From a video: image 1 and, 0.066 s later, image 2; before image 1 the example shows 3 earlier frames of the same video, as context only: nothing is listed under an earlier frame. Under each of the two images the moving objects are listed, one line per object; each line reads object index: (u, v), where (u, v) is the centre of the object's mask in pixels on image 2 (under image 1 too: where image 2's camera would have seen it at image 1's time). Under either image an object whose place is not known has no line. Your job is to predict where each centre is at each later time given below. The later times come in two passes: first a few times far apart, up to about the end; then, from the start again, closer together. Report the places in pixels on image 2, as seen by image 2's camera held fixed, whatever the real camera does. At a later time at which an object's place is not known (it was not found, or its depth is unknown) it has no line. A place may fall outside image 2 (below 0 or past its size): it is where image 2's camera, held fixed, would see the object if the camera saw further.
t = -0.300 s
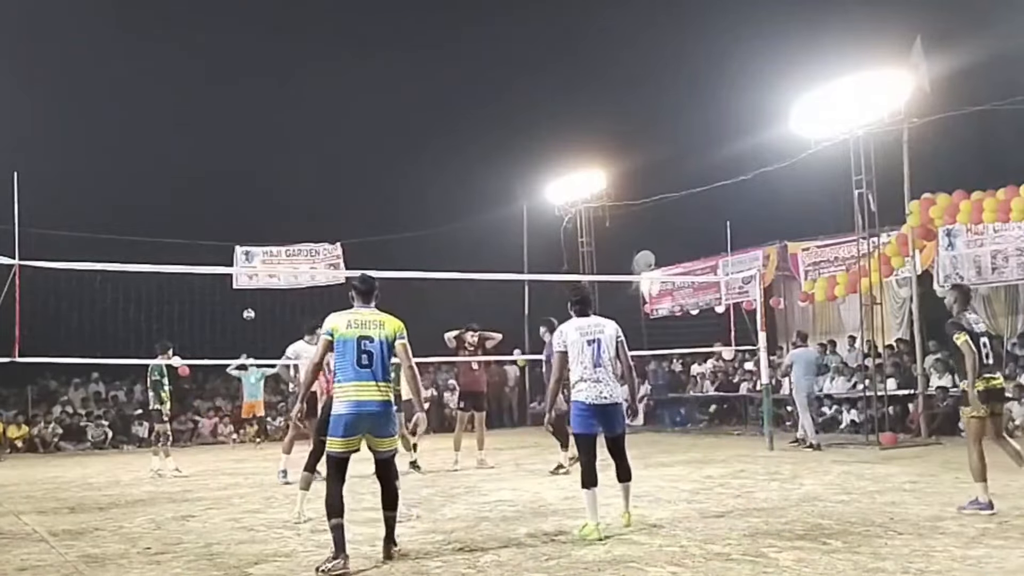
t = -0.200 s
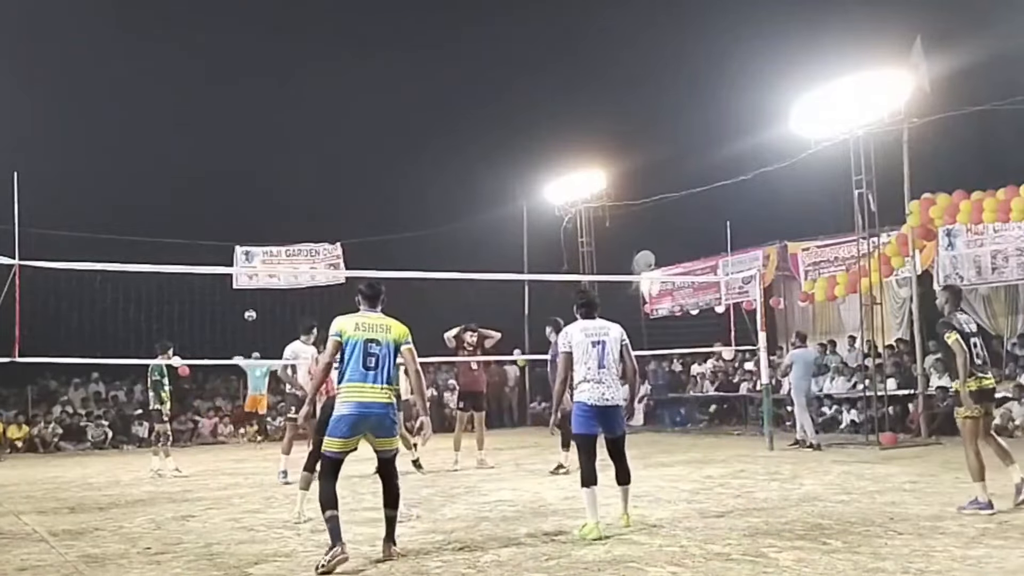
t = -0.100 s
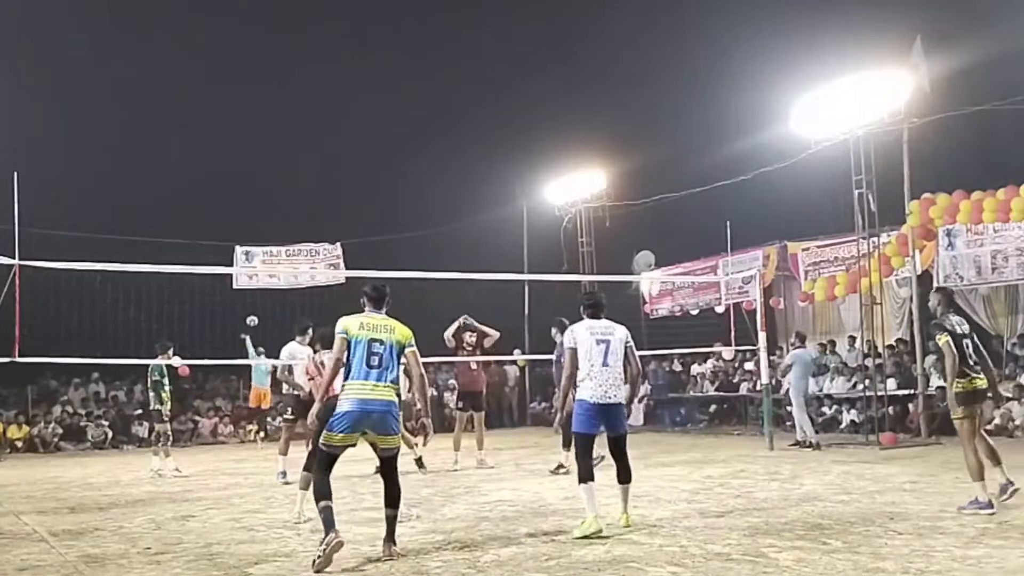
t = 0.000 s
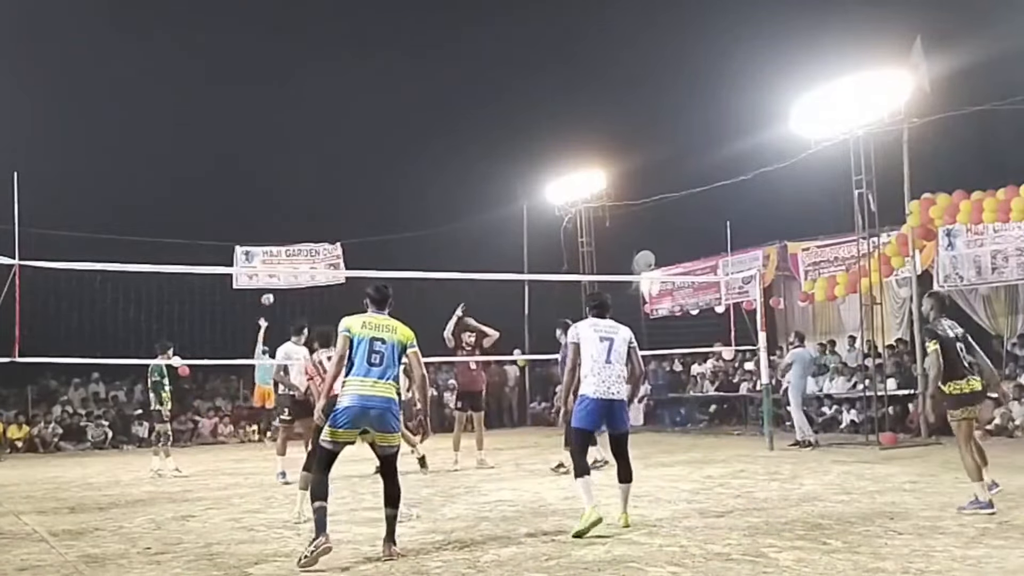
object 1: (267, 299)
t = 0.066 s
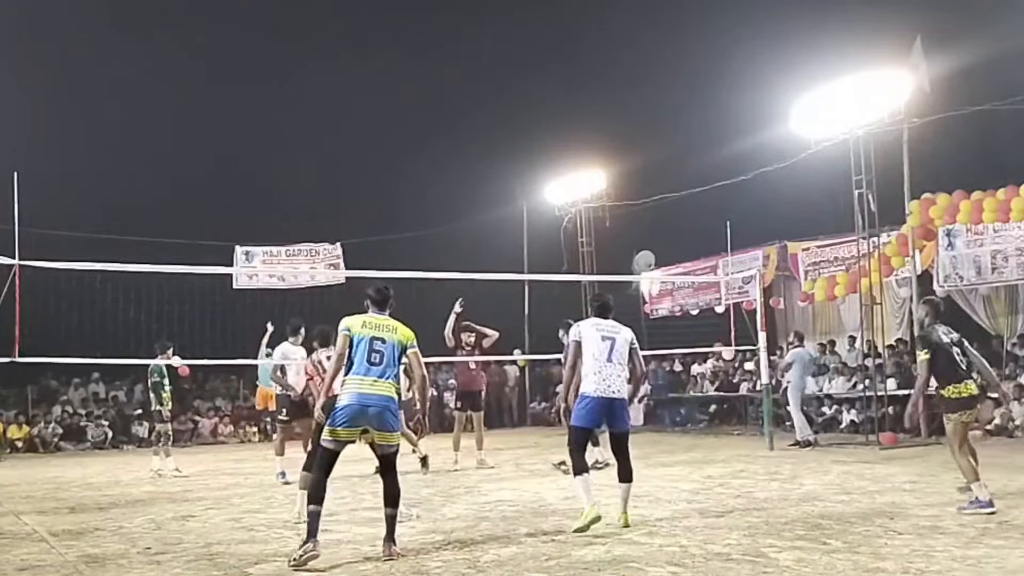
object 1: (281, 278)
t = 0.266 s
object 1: (328, 220)
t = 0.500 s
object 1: (387, 178)
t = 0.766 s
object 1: (463, 165)
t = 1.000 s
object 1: (537, 190)
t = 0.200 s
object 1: (313, 237)
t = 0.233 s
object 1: (320, 228)
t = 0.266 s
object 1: (328, 220)
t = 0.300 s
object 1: (336, 212)
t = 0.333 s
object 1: (345, 204)
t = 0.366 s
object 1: (353, 198)
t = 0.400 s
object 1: (361, 192)
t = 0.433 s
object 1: (370, 187)
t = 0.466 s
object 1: (379, 182)
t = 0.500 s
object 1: (387, 178)
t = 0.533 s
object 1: (396, 174)
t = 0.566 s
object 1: (406, 171)
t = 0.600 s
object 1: (415, 168)
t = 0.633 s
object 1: (424, 167)
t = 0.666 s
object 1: (434, 165)
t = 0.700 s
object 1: (444, 164)
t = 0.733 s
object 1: (453, 164)
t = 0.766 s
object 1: (463, 165)
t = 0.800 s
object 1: (474, 166)
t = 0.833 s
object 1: (484, 168)
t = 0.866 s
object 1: (495, 171)
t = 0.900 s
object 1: (505, 175)
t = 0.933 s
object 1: (517, 179)
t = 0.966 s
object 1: (528, 185)
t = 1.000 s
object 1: (537, 190)
